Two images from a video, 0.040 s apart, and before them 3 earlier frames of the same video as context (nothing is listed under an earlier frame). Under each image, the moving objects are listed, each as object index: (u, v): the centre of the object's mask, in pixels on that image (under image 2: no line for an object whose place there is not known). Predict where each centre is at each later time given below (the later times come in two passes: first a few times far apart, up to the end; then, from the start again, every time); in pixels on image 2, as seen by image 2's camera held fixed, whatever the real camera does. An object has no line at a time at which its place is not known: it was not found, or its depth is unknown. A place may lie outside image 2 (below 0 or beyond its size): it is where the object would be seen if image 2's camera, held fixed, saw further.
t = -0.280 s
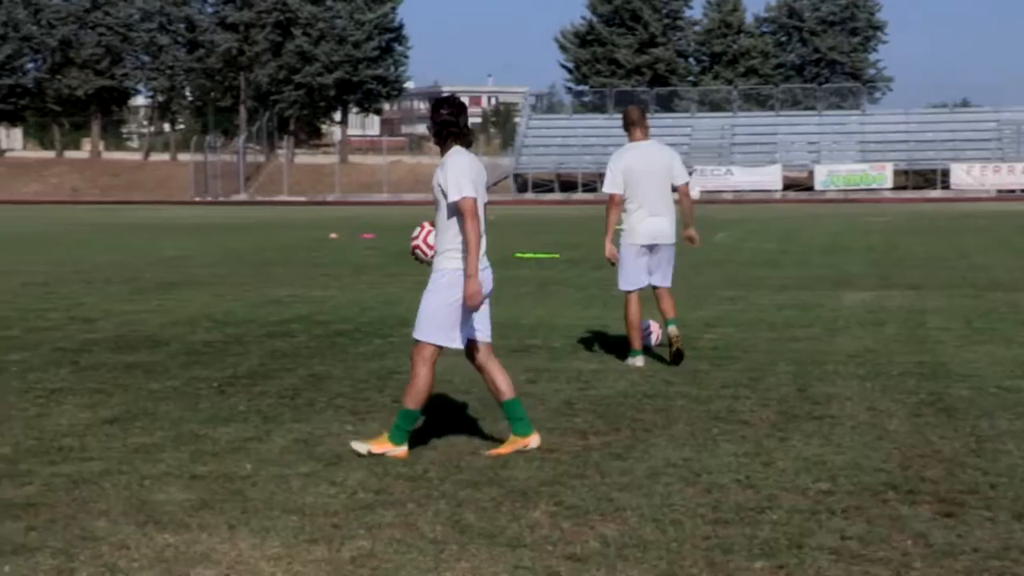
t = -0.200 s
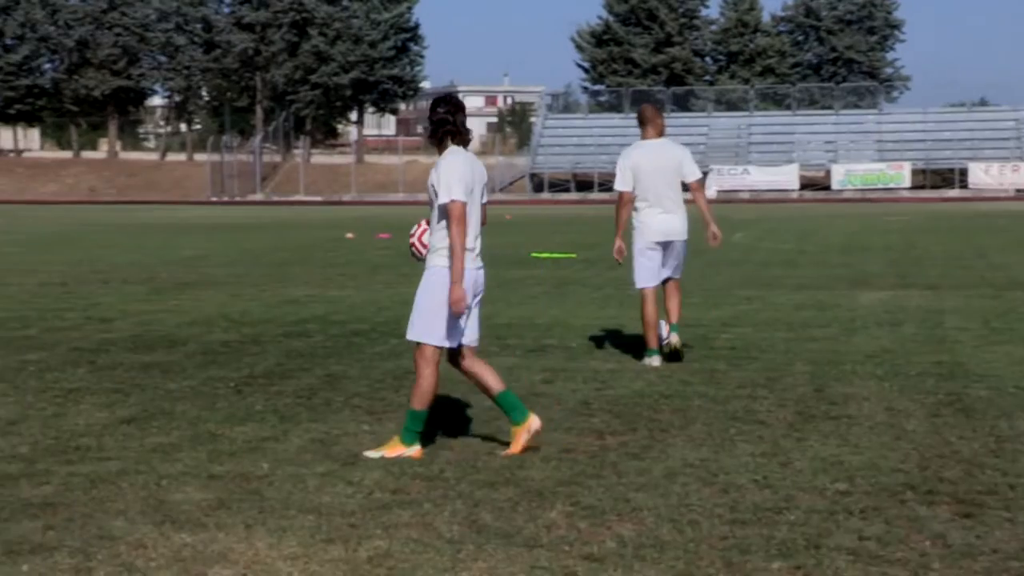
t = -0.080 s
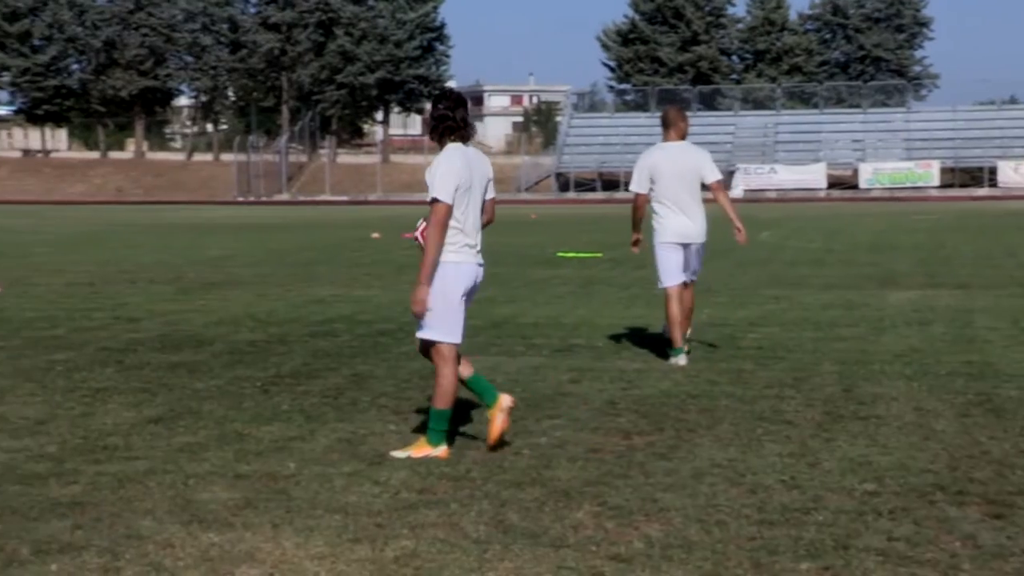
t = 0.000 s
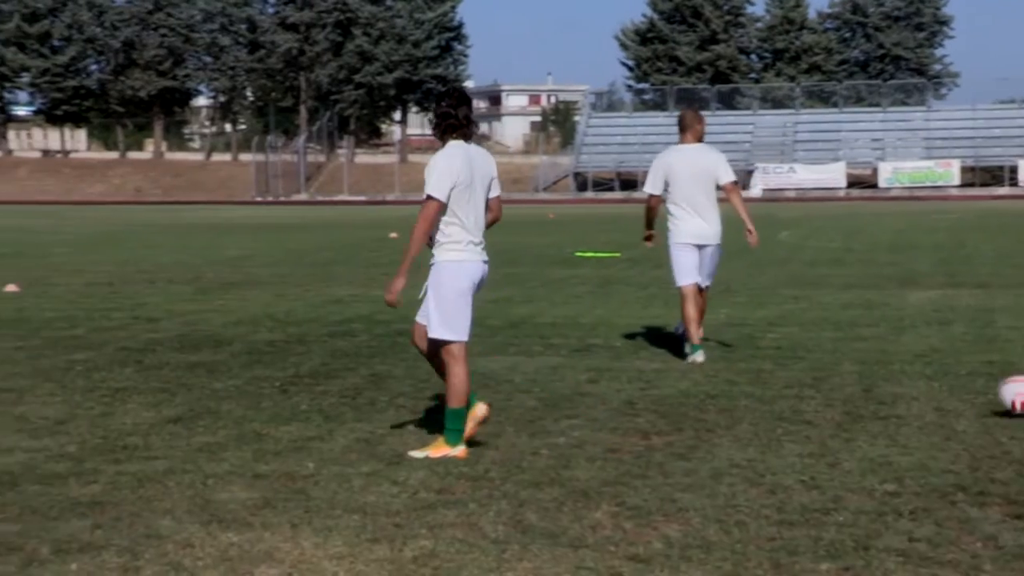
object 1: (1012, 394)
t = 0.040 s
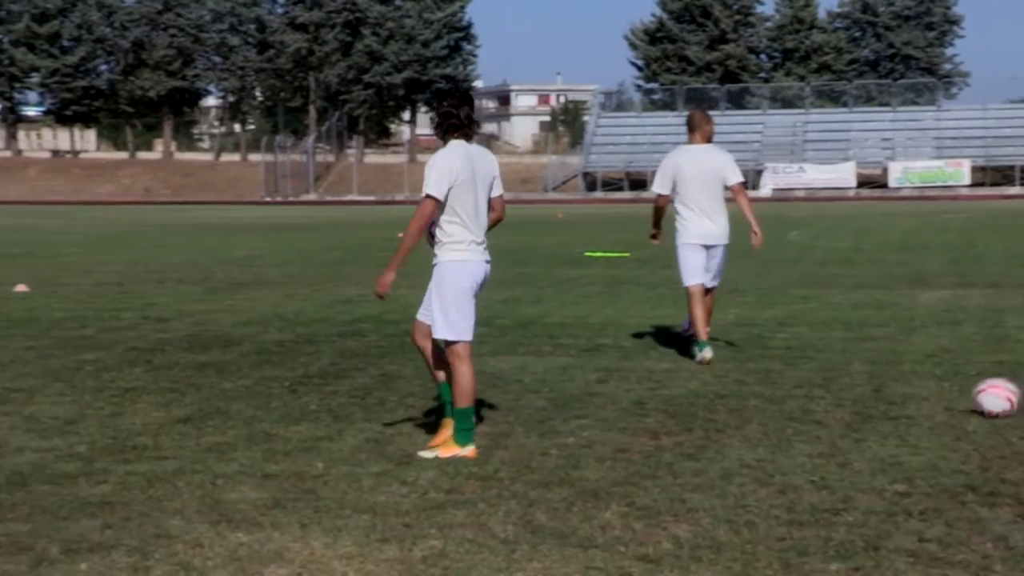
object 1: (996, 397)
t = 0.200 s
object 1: (861, 391)
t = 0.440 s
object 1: (684, 386)
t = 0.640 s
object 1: (558, 380)
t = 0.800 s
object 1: (467, 373)
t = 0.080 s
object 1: (960, 397)
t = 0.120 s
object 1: (926, 394)
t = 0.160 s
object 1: (893, 391)
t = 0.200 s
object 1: (861, 391)
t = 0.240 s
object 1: (829, 392)
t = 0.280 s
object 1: (798, 390)
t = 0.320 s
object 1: (770, 387)
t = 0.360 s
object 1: (740, 385)
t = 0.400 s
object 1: (712, 385)
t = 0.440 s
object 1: (684, 386)
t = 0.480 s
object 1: (658, 386)
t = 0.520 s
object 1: (632, 380)
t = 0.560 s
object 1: (606, 378)
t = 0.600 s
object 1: (582, 379)
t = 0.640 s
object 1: (558, 380)
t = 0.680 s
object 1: (534, 377)
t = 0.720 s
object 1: (511, 373)
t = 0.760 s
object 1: (489, 372)
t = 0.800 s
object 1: (467, 373)
